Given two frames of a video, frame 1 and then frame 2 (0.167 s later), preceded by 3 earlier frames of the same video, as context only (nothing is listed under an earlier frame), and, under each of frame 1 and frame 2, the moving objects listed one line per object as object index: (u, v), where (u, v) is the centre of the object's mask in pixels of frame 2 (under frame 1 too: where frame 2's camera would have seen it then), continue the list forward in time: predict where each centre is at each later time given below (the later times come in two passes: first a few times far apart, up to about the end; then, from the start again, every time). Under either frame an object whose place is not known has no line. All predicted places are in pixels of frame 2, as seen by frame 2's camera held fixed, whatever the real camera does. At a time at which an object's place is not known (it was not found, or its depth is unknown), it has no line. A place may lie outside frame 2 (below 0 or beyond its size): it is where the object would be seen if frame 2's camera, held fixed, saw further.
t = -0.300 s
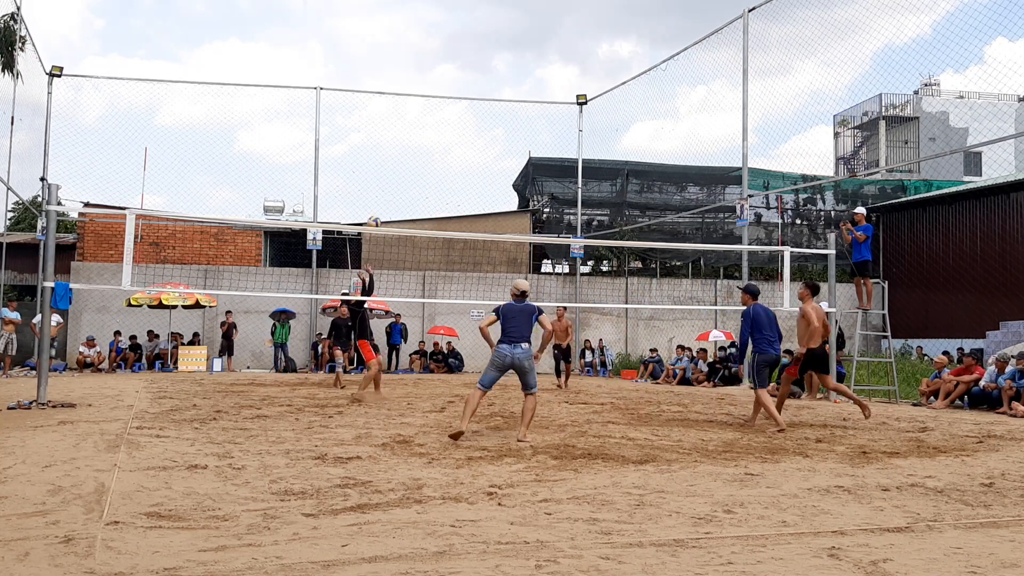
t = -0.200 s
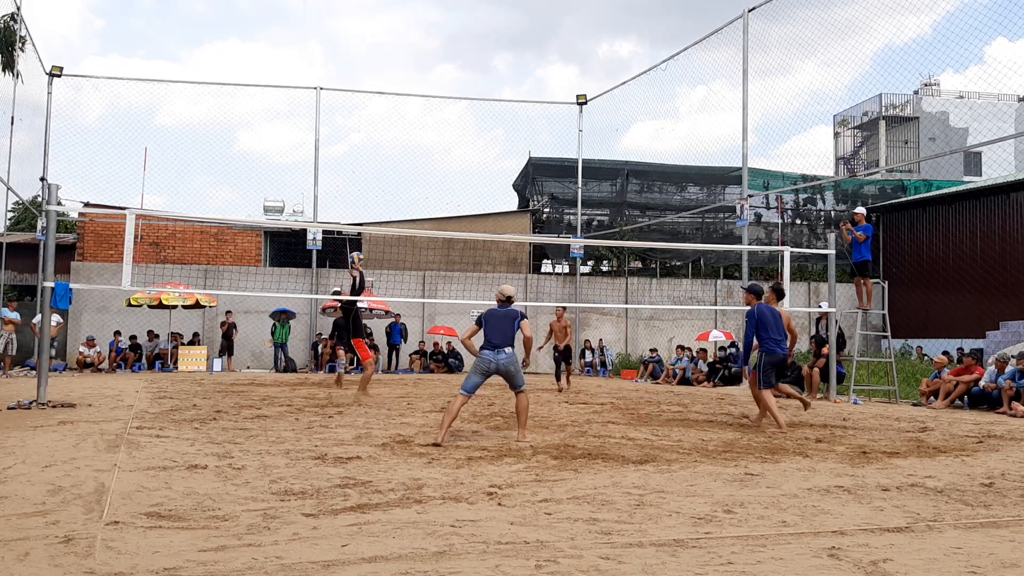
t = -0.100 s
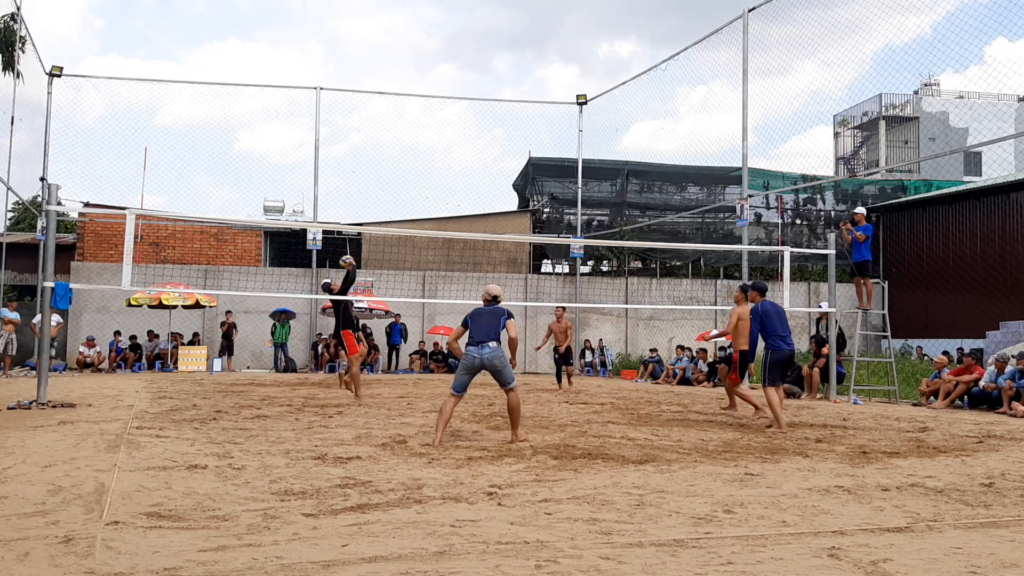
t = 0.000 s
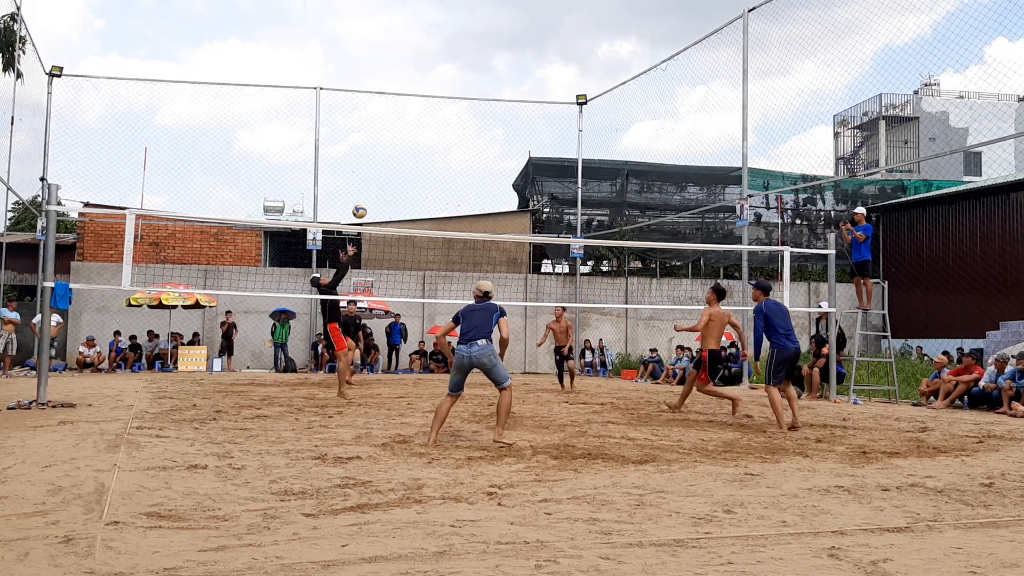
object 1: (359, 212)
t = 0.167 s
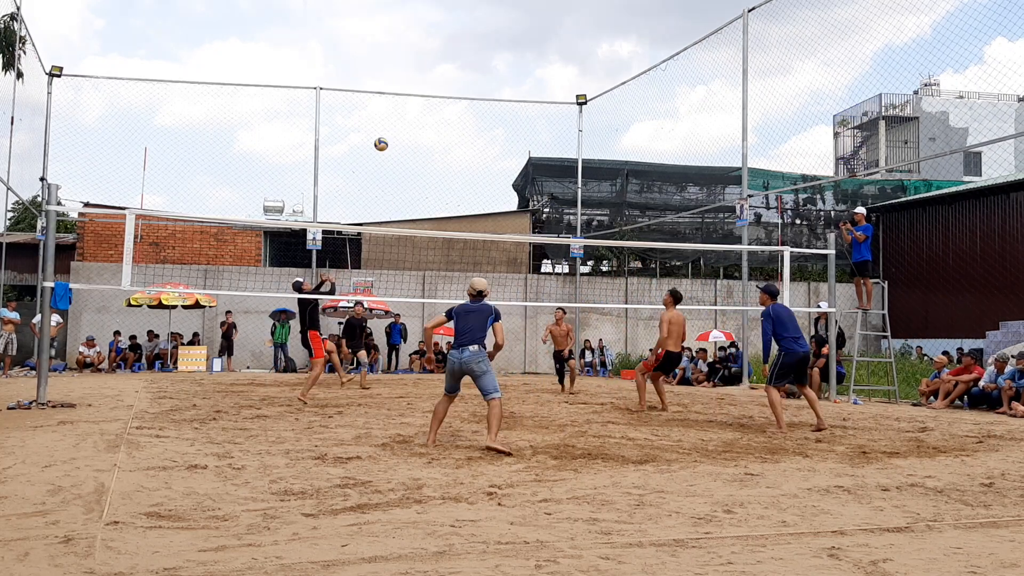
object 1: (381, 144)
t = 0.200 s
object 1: (385, 133)
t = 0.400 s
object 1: (410, 85)
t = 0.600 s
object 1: (433, 64)
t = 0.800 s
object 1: (455, 68)
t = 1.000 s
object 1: (476, 99)
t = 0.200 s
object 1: (385, 133)
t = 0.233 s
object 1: (389, 123)
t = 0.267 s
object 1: (394, 114)
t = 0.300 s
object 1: (398, 106)
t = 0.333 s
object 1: (402, 98)
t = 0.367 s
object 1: (406, 91)
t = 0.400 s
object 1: (410, 85)
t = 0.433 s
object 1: (414, 80)
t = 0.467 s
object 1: (418, 75)
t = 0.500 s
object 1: (422, 71)
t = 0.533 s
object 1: (426, 68)
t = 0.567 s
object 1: (429, 65)
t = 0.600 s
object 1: (433, 64)
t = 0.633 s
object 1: (437, 63)
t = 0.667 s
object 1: (441, 62)
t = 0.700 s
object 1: (444, 63)
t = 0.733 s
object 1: (448, 64)
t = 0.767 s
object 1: (452, 66)
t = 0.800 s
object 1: (455, 68)
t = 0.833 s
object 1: (459, 72)
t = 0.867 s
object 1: (463, 76)
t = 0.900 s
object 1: (466, 81)
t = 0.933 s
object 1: (470, 86)
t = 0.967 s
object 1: (473, 92)
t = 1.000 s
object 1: (476, 99)
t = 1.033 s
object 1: (480, 107)
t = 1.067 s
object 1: (483, 115)
